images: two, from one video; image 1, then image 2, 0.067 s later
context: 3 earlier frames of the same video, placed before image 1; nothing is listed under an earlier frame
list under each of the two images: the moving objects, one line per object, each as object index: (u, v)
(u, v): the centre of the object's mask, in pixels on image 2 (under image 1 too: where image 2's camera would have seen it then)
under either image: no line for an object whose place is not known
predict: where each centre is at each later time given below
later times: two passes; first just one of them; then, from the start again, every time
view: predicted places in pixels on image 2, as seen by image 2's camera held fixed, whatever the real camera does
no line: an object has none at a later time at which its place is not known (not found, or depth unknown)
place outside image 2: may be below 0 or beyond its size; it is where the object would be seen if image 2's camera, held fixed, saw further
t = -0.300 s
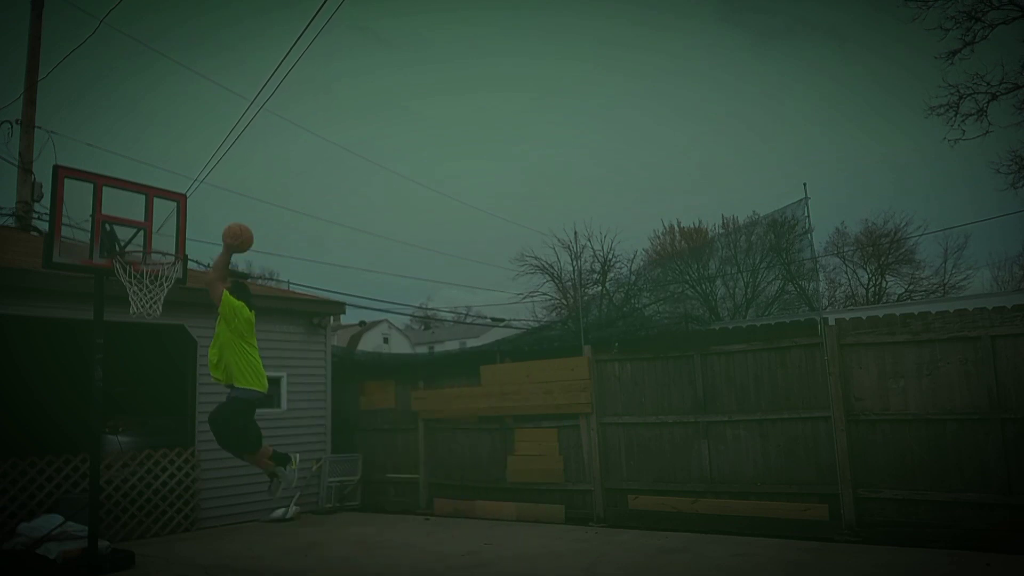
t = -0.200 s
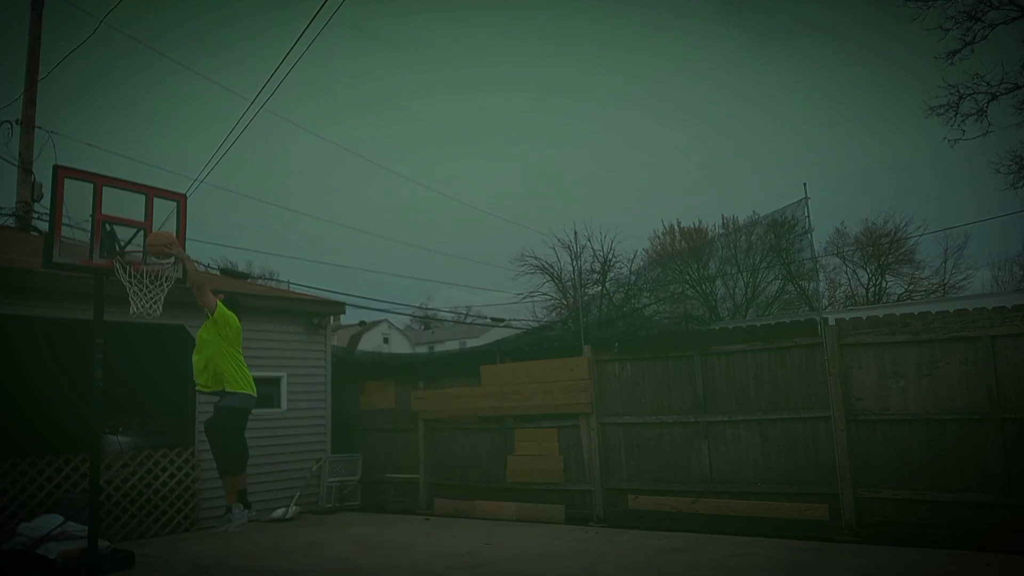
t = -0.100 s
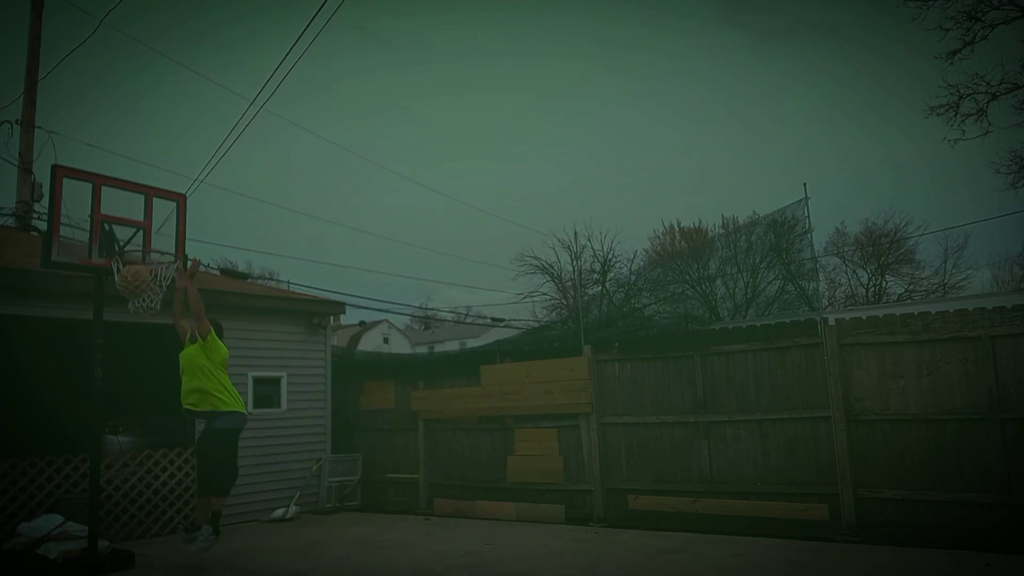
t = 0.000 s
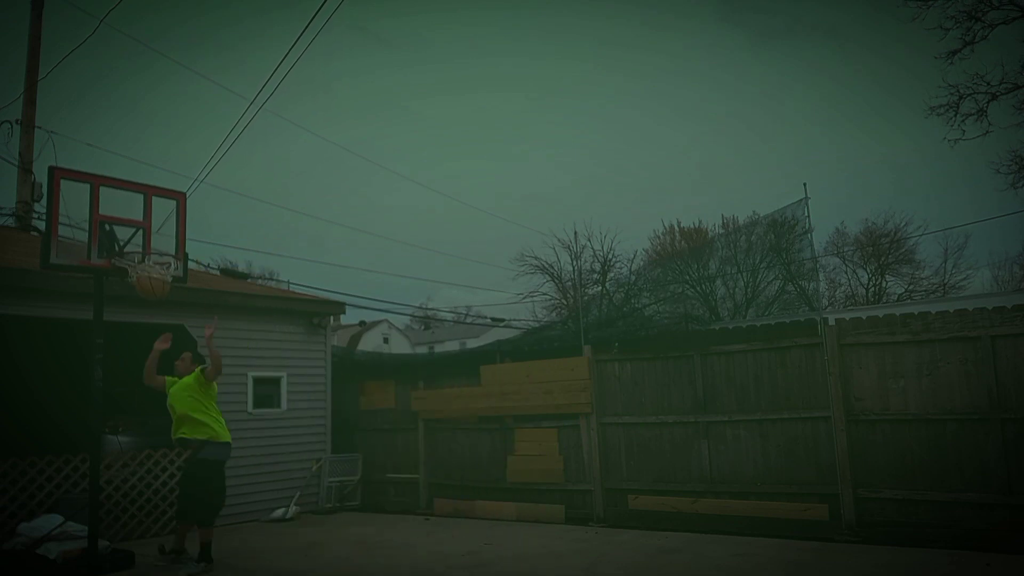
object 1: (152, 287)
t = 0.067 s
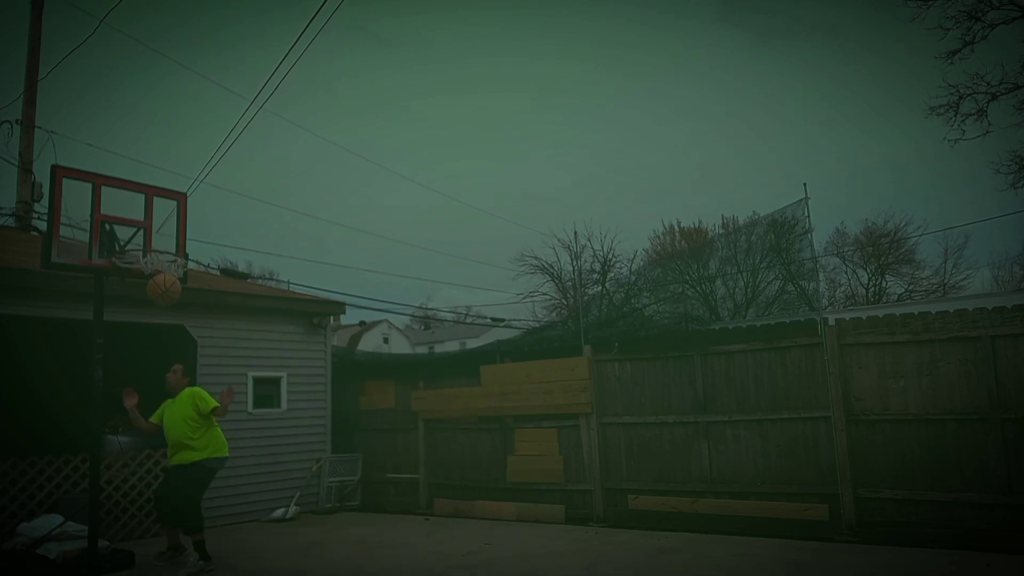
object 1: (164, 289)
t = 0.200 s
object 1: (186, 316)
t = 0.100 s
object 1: (170, 293)
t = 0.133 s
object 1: (175, 300)
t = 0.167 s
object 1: (181, 307)
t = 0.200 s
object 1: (186, 316)
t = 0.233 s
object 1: (192, 326)
